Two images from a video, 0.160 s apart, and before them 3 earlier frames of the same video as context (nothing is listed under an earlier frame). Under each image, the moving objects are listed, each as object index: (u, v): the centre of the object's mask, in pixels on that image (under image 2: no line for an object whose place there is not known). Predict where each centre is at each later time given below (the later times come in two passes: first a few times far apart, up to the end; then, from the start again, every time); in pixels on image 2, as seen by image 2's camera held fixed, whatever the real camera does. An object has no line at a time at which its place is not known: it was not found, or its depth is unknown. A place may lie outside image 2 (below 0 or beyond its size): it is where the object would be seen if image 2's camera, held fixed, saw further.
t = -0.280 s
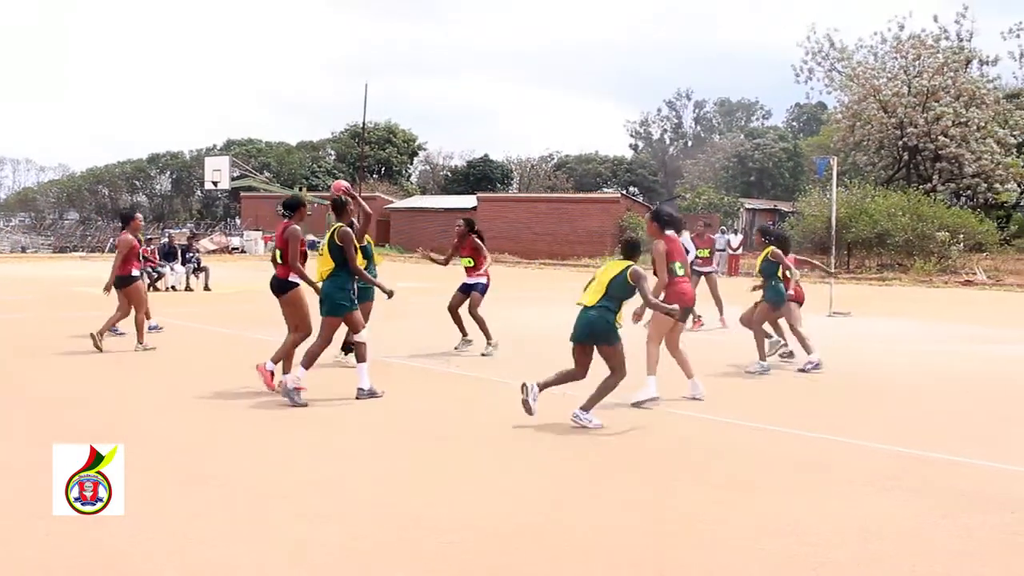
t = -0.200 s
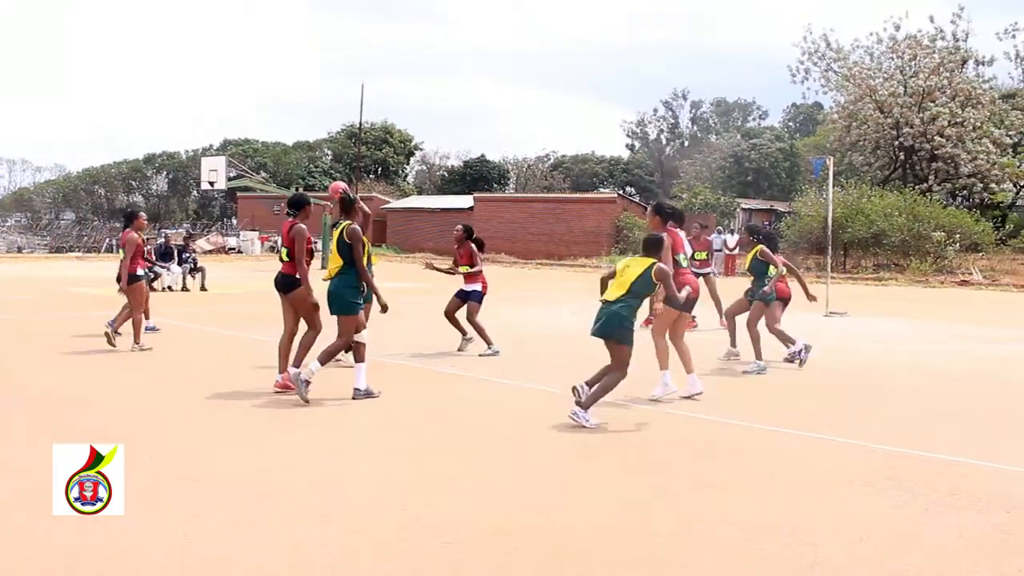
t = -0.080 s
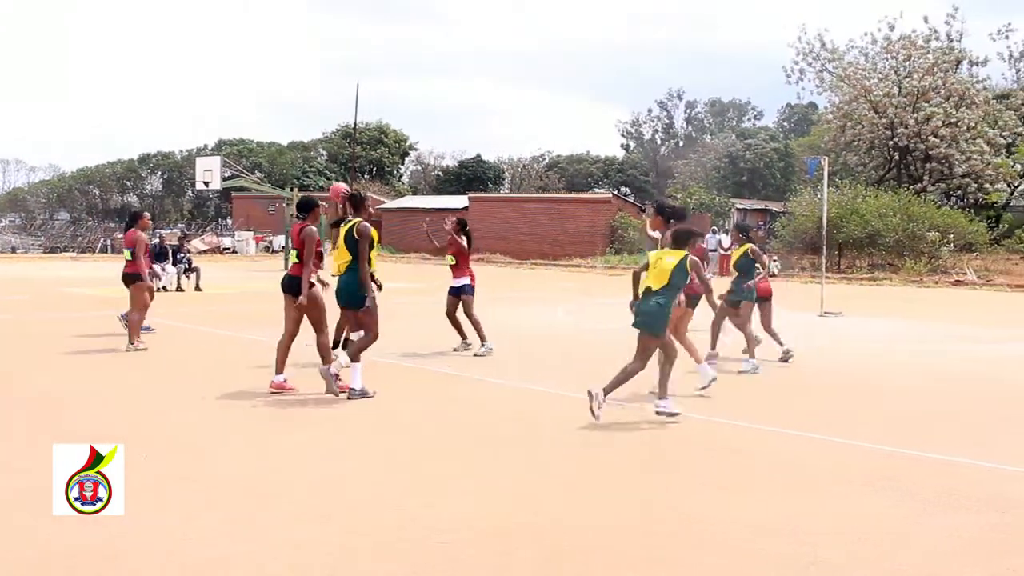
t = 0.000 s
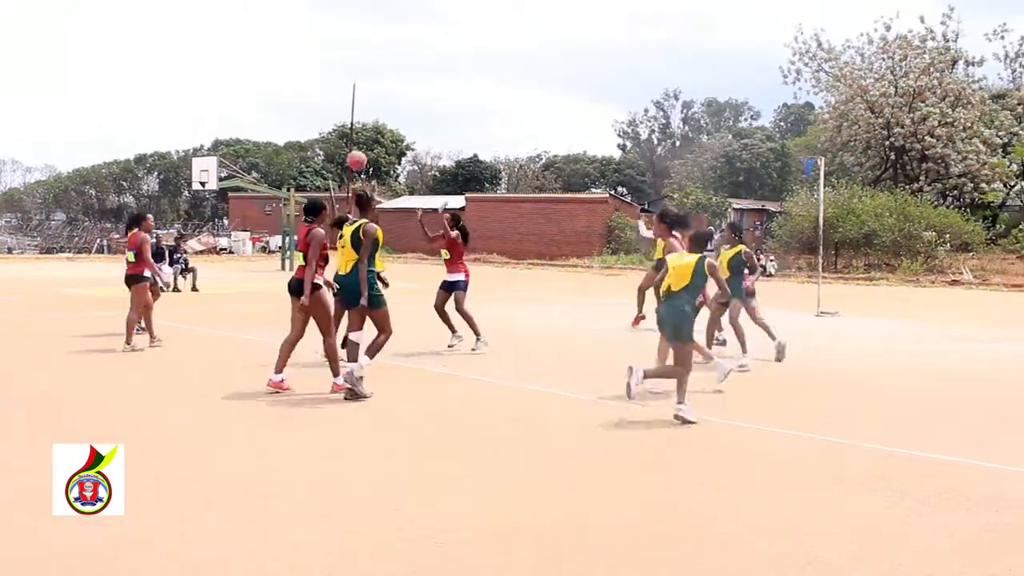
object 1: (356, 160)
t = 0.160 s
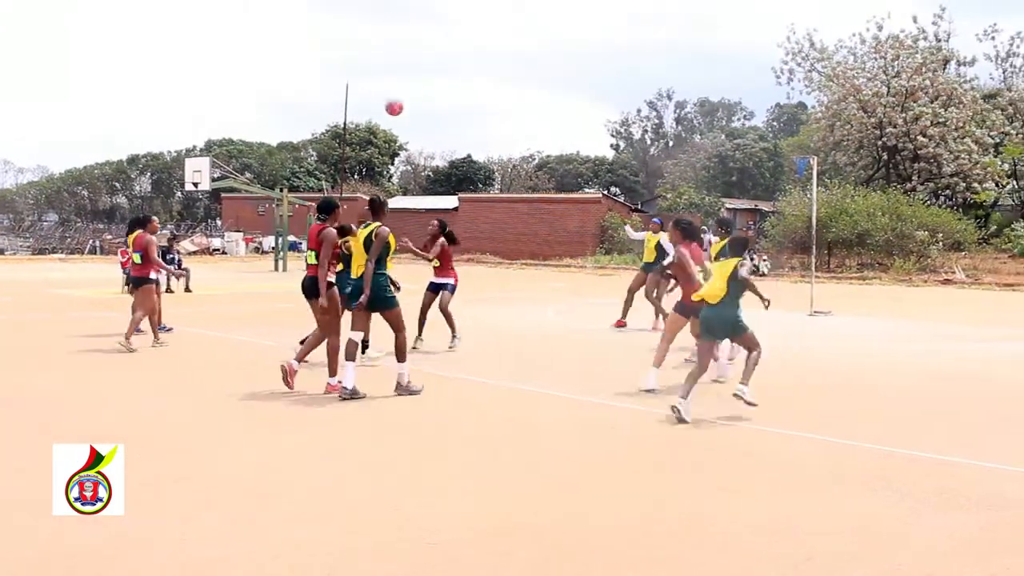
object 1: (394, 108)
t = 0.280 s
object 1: (423, 84)
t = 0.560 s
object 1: (483, 77)
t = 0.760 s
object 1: (519, 105)
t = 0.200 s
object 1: (404, 98)
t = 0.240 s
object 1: (414, 90)
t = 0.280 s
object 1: (423, 84)
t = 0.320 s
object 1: (433, 80)
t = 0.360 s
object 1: (442, 76)
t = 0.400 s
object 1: (451, 74)
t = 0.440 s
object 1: (459, 73)
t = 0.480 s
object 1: (467, 73)
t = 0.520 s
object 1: (475, 75)
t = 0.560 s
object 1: (483, 77)
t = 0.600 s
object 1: (491, 81)
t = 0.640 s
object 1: (498, 86)
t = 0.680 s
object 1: (505, 92)
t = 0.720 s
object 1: (512, 98)
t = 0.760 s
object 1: (519, 105)
